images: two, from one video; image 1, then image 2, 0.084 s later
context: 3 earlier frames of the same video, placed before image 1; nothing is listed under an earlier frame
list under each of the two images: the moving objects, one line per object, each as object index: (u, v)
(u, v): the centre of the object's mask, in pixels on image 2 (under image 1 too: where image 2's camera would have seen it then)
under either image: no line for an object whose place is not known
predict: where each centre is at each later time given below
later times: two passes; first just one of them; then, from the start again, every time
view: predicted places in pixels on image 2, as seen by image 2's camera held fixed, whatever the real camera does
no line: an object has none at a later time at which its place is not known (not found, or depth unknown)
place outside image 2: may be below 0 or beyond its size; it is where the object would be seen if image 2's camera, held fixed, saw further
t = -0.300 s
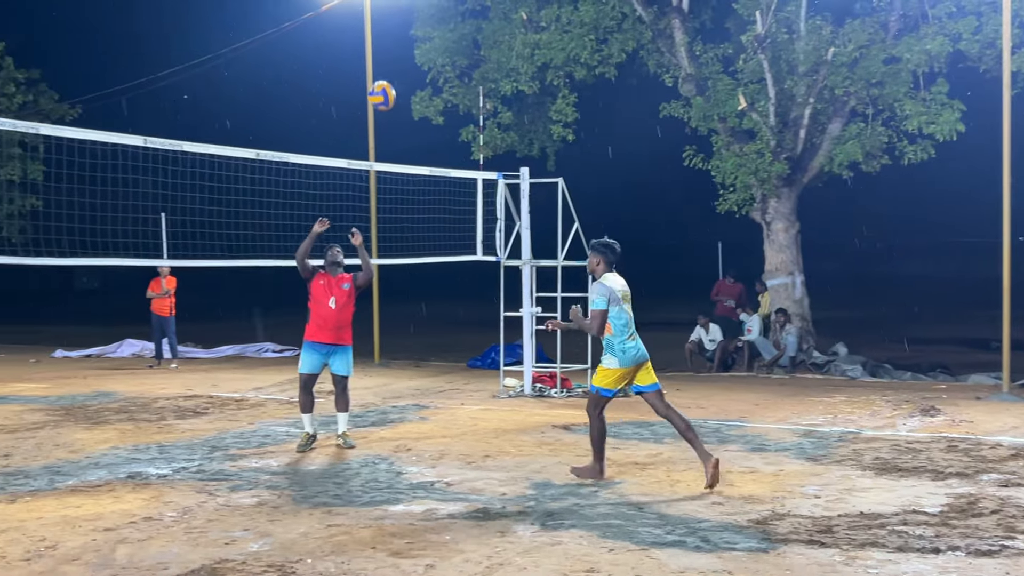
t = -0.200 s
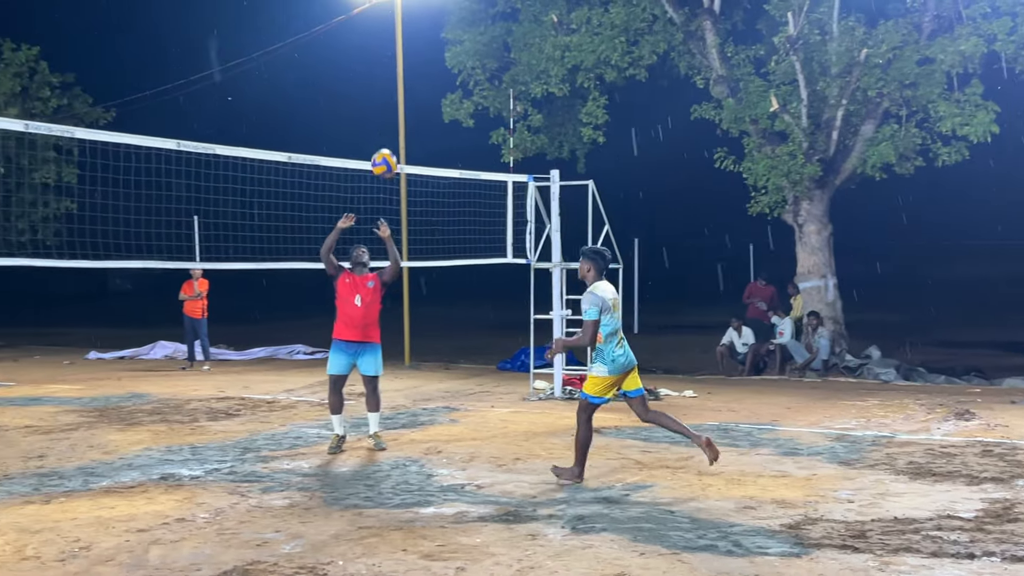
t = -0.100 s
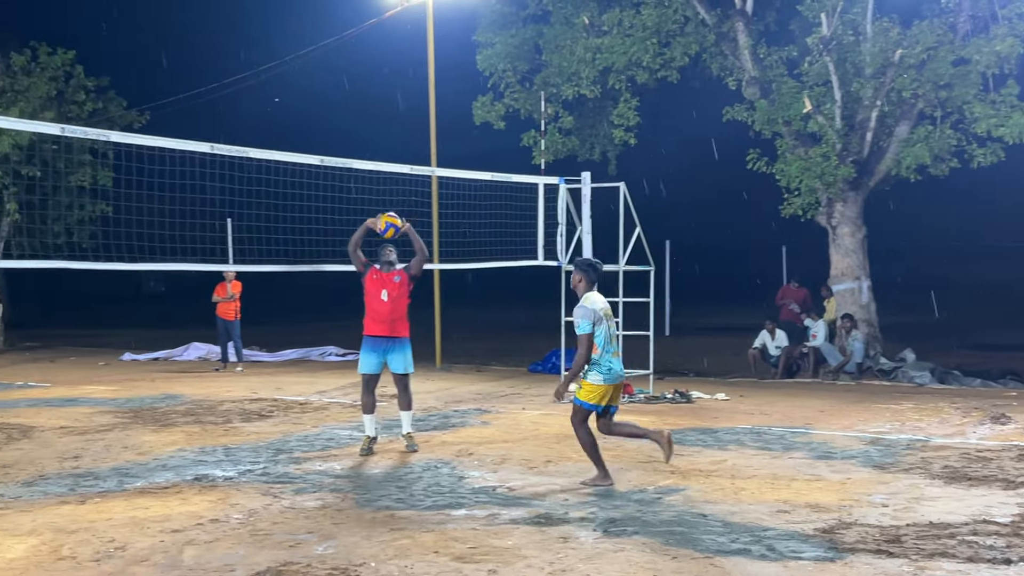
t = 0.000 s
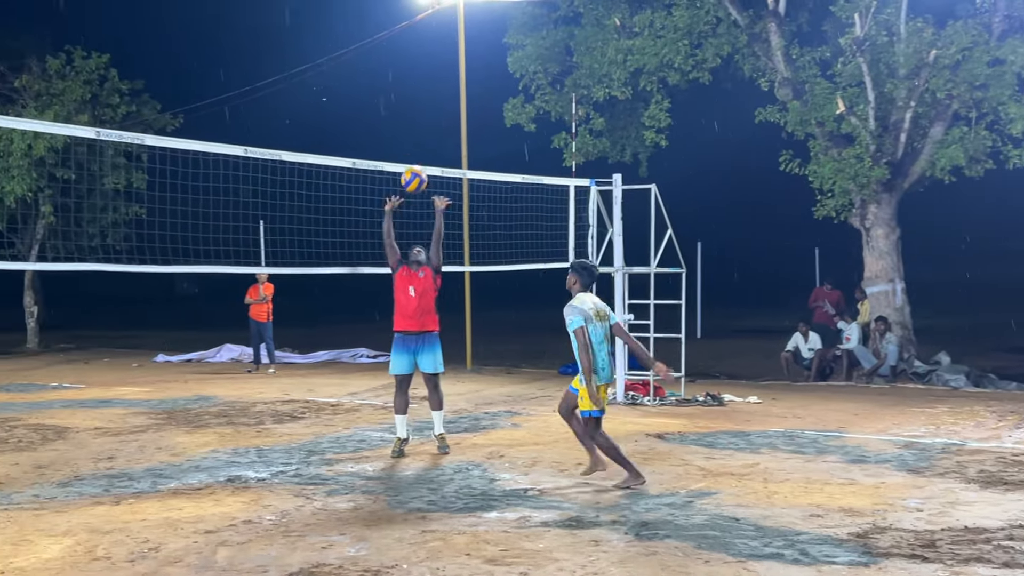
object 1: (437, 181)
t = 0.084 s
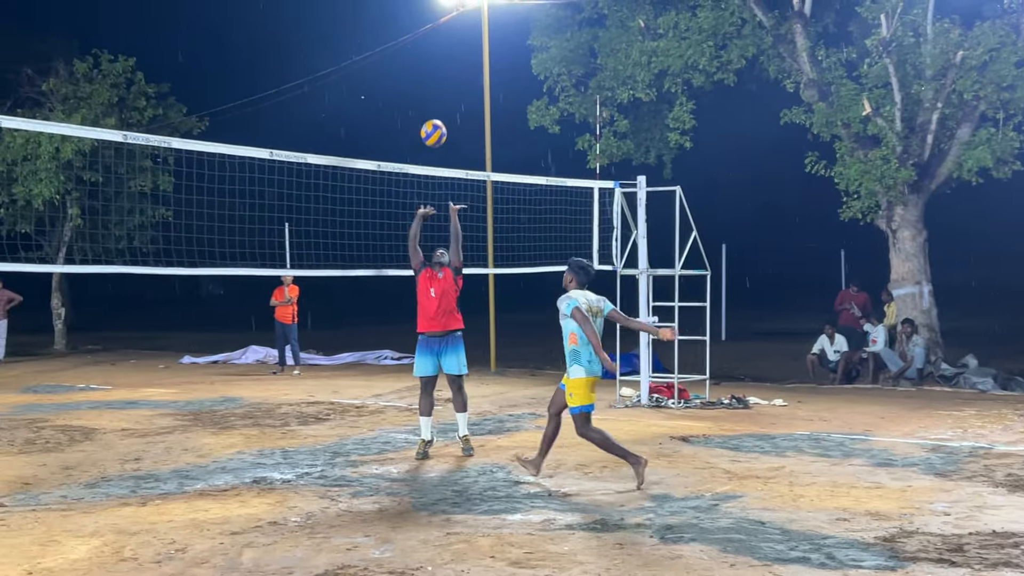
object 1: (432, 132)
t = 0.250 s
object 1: (428, 63)
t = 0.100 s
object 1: (432, 123)
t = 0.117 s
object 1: (431, 115)
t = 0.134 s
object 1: (430, 107)
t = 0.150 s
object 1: (430, 99)
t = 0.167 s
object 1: (429, 93)
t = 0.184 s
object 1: (429, 86)
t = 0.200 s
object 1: (428, 80)
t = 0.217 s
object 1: (428, 74)
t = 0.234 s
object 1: (428, 68)
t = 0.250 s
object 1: (428, 63)
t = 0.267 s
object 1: (427, 58)
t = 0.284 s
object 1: (427, 53)
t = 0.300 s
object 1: (427, 49)
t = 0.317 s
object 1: (426, 45)
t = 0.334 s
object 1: (426, 42)
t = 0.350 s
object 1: (425, 39)
